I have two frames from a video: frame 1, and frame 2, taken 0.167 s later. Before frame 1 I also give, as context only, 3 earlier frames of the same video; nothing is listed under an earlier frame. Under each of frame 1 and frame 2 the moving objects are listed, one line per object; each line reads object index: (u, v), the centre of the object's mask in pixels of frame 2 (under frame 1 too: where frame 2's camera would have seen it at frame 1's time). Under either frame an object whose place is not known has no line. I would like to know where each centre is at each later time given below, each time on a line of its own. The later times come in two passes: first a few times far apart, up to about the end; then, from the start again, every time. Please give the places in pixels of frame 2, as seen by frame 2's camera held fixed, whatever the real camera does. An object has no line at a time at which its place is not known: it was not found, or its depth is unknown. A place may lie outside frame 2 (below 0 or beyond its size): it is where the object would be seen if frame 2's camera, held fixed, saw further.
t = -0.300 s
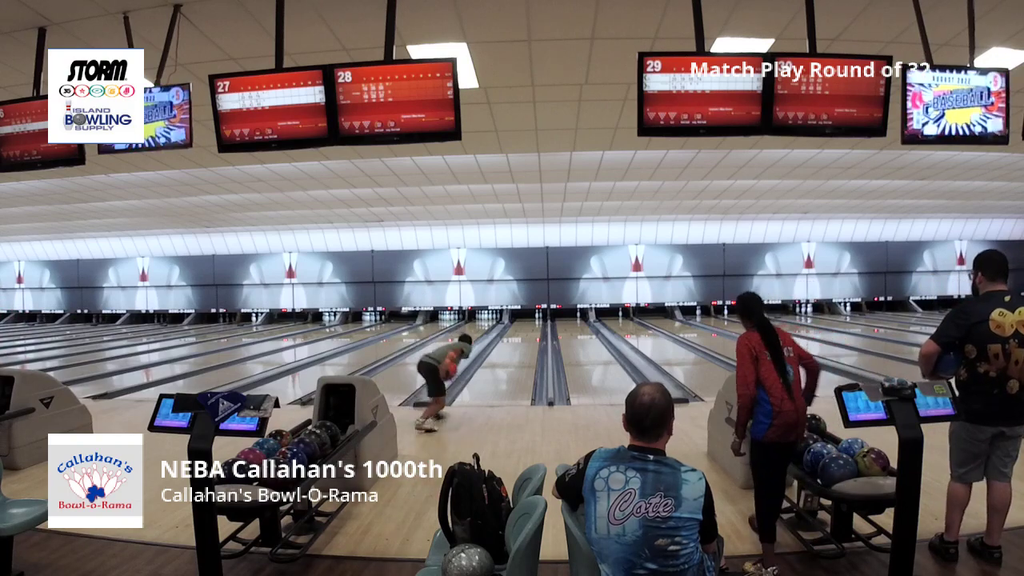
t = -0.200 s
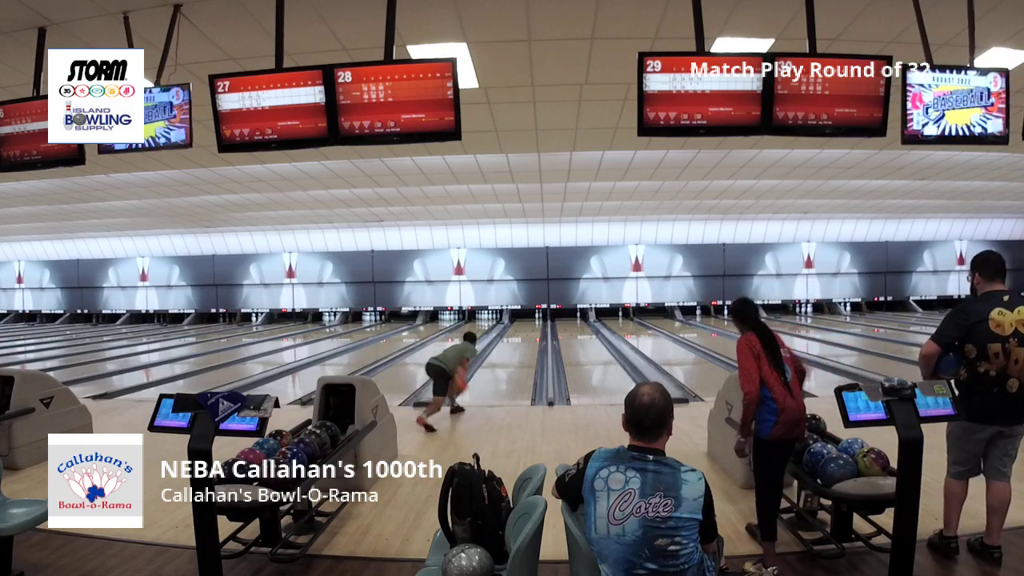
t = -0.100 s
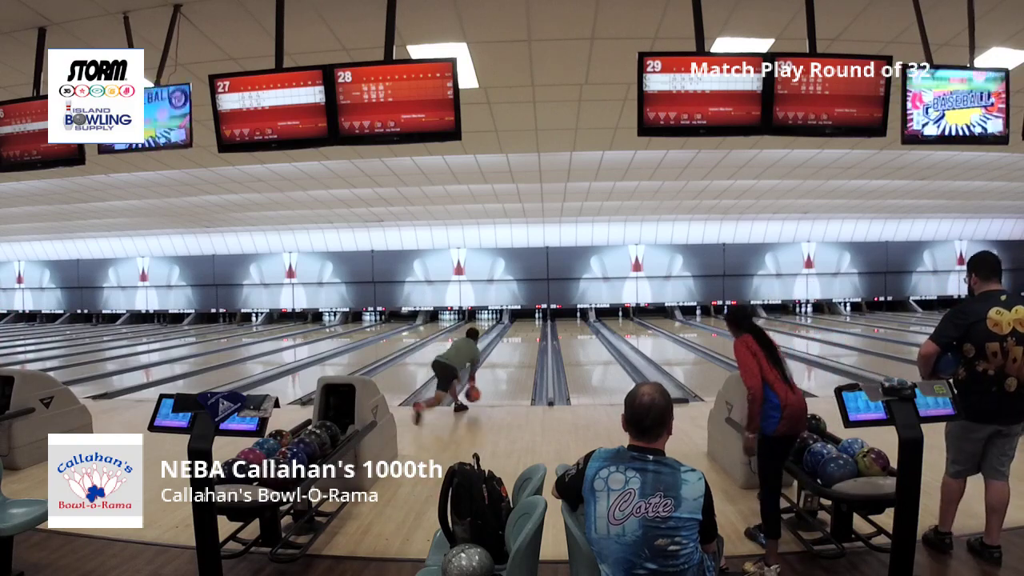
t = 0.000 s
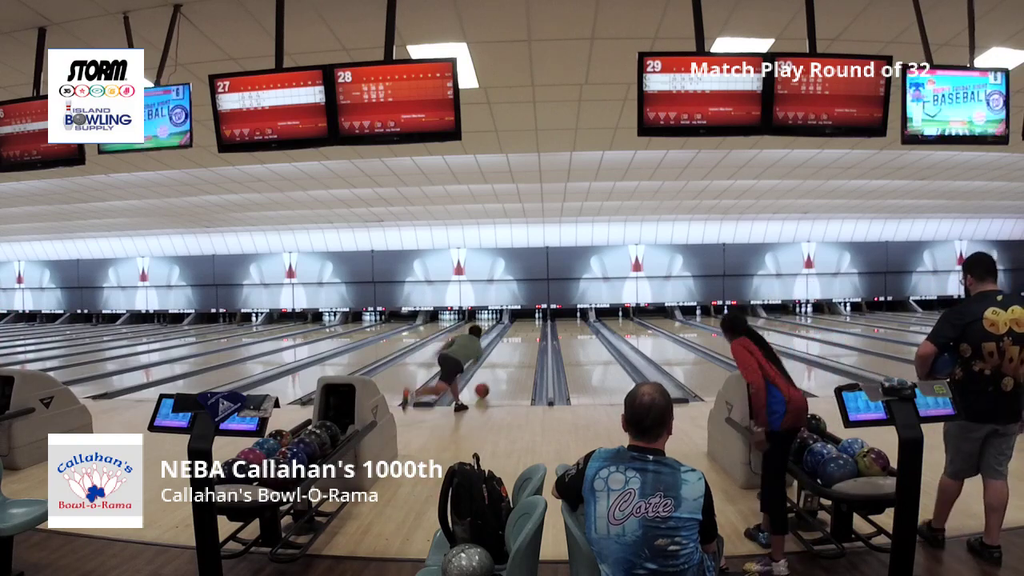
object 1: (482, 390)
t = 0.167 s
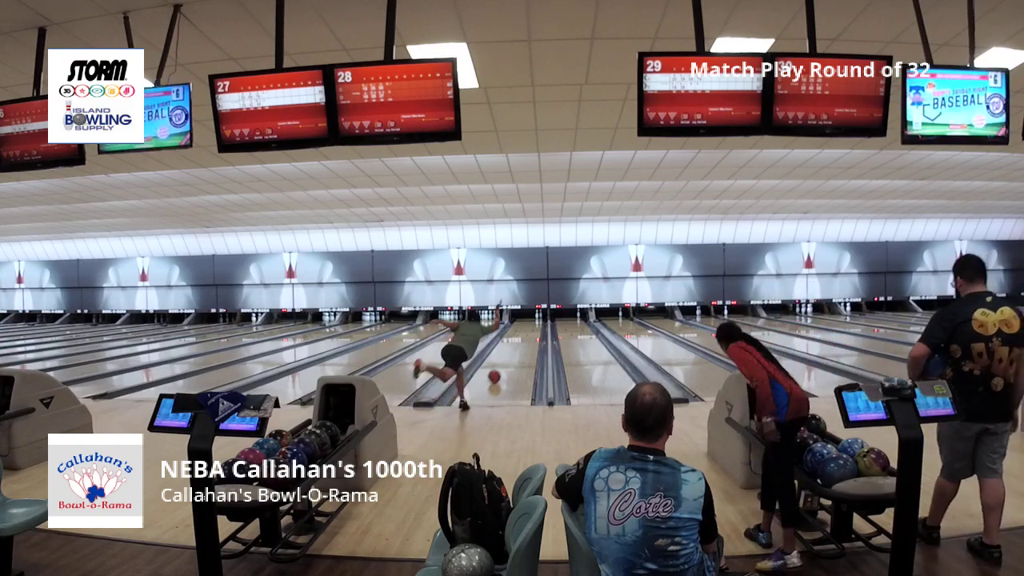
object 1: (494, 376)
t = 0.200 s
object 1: (496, 374)
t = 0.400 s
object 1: (507, 361)
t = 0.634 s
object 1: (516, 354)
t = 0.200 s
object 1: (496, 374)
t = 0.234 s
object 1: (498, 371)
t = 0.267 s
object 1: (500, 369)
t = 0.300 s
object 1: (502, 367)
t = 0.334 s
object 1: (504, 365)
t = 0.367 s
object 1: (505, 363)
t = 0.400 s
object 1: (507, 361)
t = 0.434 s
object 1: (509, 363)
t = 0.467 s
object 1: (510, 362)
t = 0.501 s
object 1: (511, 360)
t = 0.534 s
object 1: (513, 359)
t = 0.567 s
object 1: (514, 357)
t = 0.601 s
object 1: (515, 355)
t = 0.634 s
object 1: (516, 354)
